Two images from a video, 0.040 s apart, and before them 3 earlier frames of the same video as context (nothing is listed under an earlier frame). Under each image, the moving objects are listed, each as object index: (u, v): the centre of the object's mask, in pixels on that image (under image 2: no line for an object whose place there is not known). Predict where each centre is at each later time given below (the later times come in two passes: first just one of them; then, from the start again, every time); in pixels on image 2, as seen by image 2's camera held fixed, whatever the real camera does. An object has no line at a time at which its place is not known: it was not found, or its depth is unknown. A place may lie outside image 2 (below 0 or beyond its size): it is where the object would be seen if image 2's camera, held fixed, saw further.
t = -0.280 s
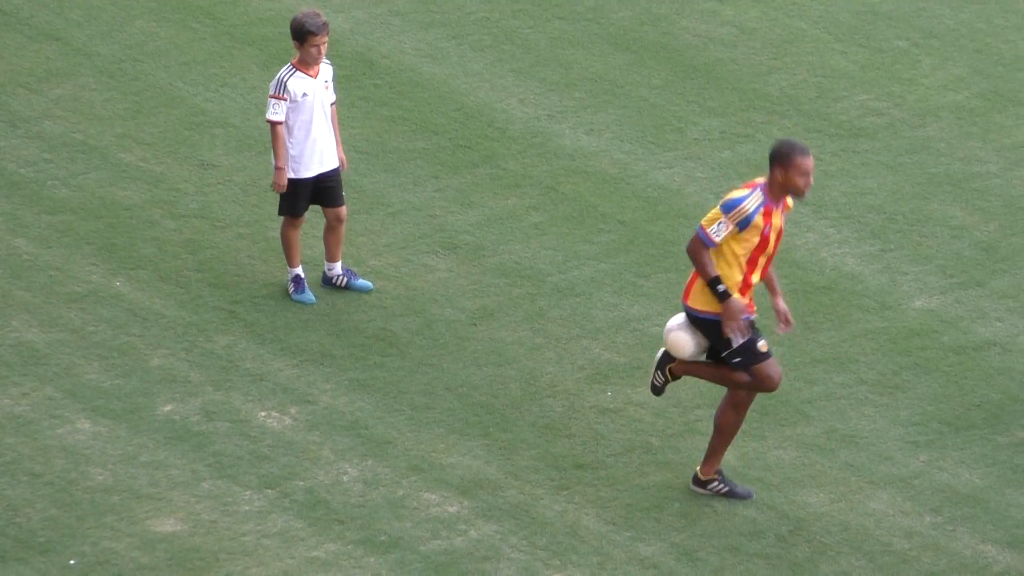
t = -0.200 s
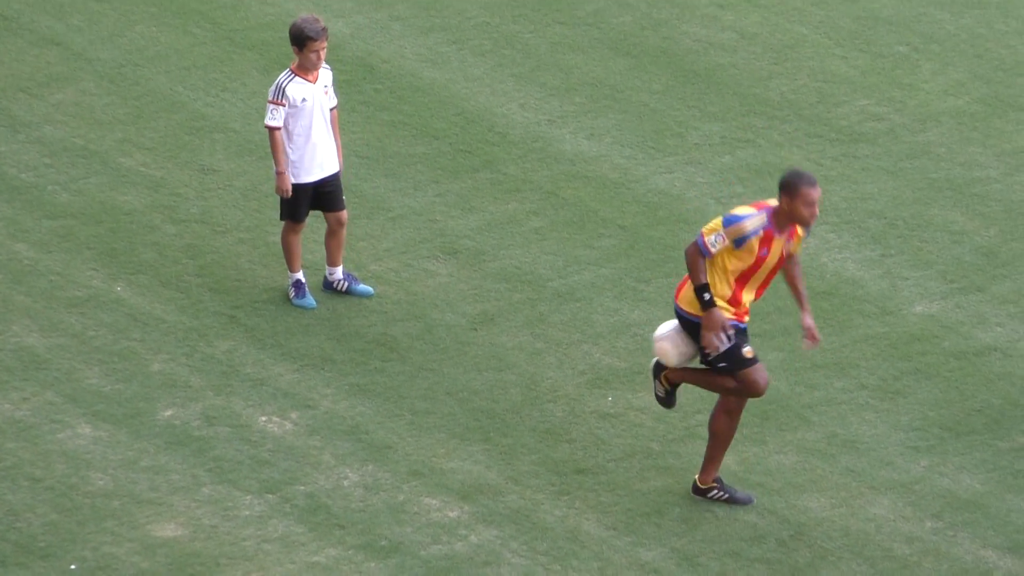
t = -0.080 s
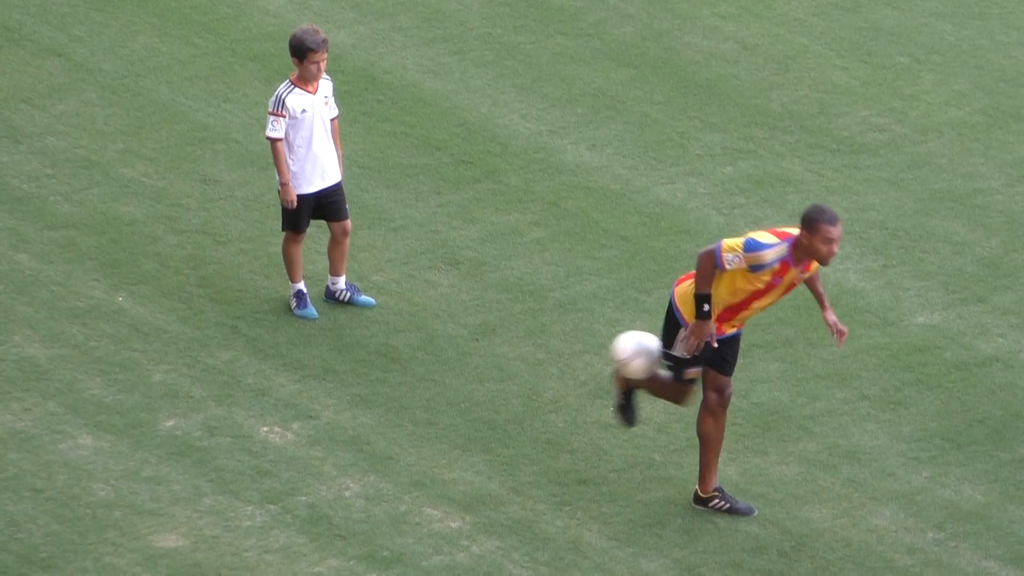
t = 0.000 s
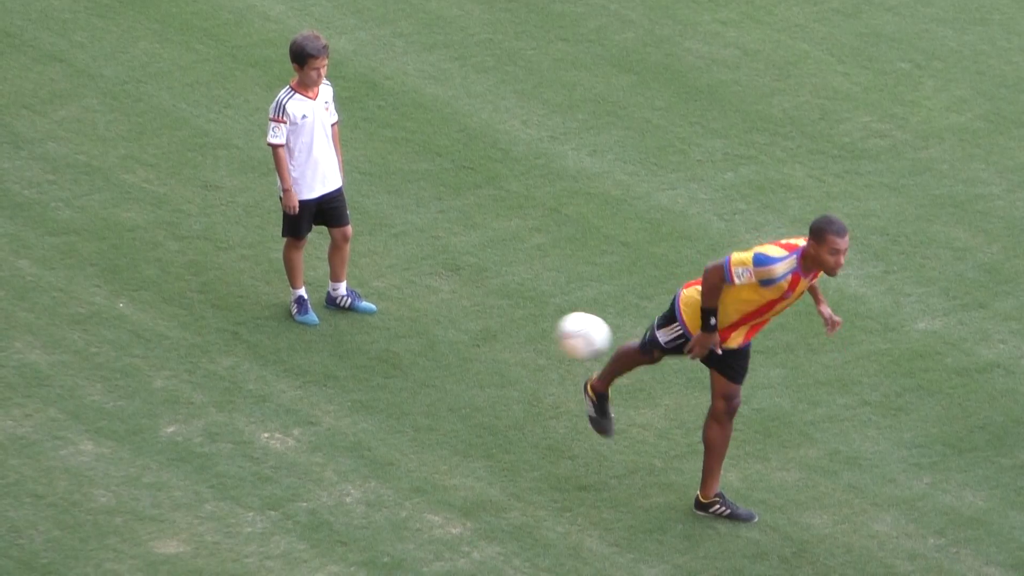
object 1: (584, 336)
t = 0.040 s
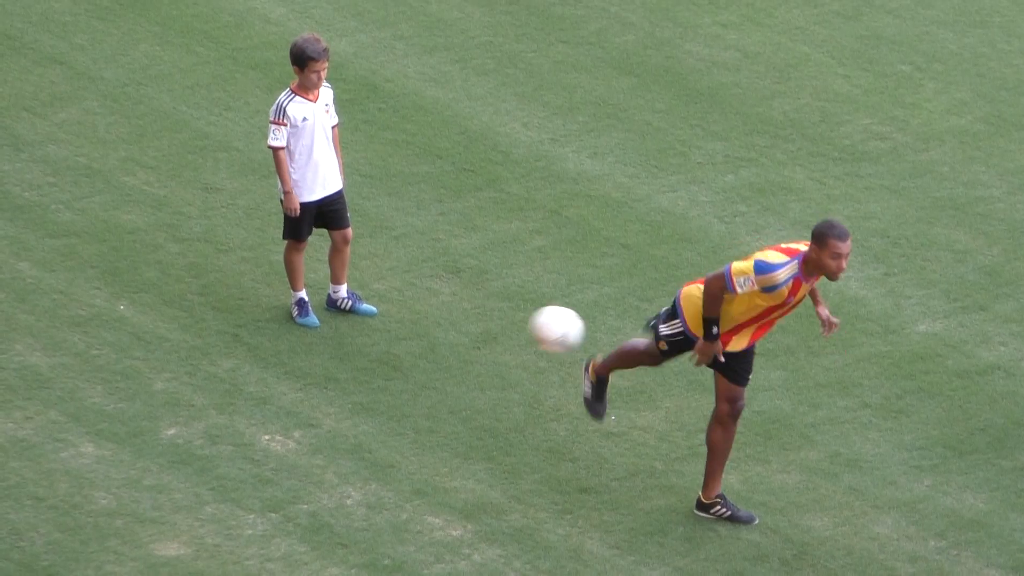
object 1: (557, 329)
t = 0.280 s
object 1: (394, 341)
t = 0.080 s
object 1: (529, 323)
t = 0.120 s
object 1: (502, 321)
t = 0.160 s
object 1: (474, 321)
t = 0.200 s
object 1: (448, 325)
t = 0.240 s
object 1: (421, 332)
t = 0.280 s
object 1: (394, 341)
